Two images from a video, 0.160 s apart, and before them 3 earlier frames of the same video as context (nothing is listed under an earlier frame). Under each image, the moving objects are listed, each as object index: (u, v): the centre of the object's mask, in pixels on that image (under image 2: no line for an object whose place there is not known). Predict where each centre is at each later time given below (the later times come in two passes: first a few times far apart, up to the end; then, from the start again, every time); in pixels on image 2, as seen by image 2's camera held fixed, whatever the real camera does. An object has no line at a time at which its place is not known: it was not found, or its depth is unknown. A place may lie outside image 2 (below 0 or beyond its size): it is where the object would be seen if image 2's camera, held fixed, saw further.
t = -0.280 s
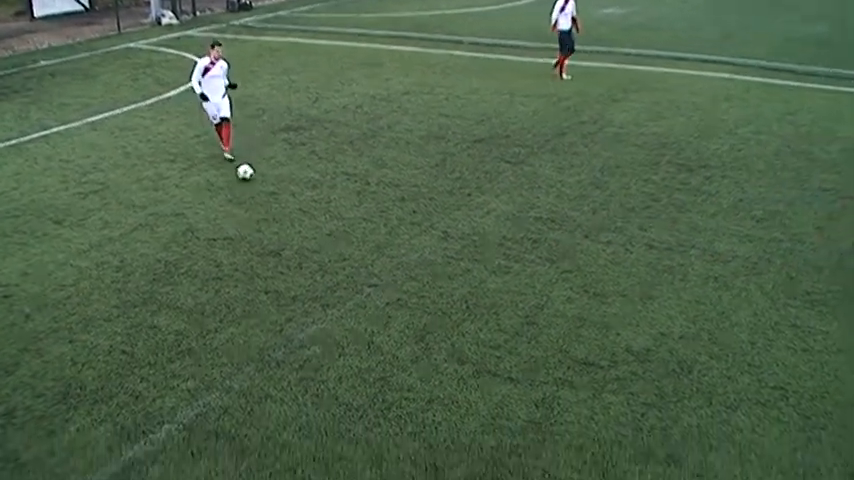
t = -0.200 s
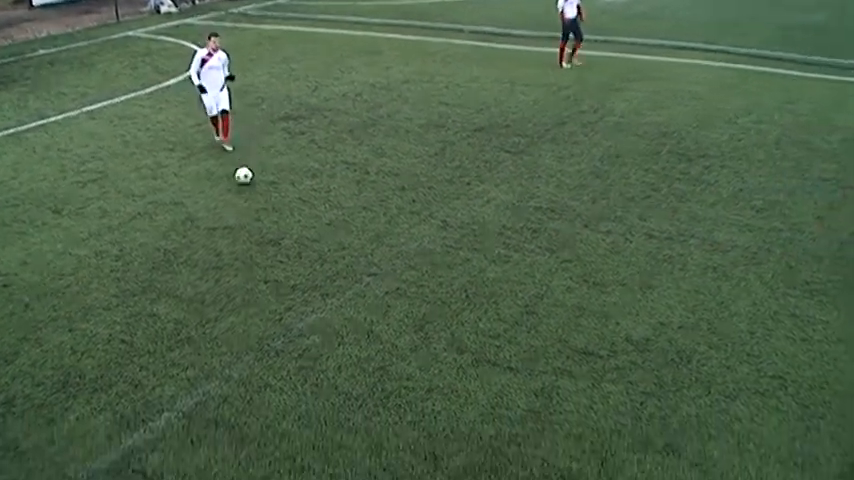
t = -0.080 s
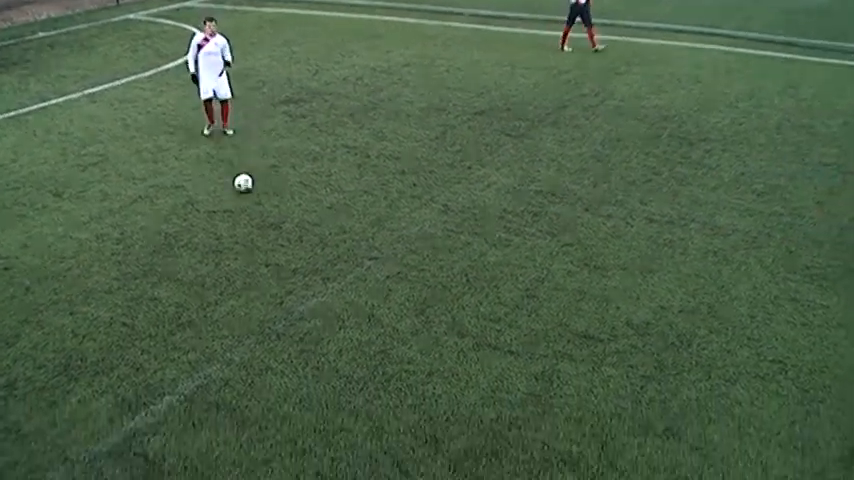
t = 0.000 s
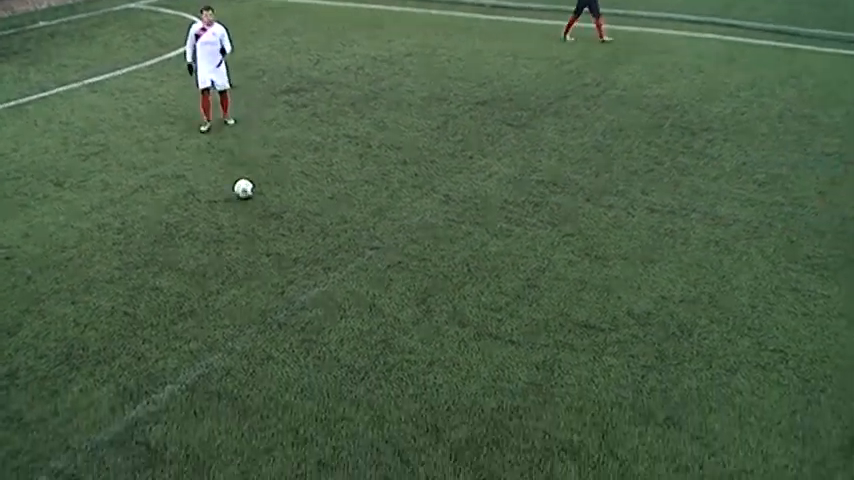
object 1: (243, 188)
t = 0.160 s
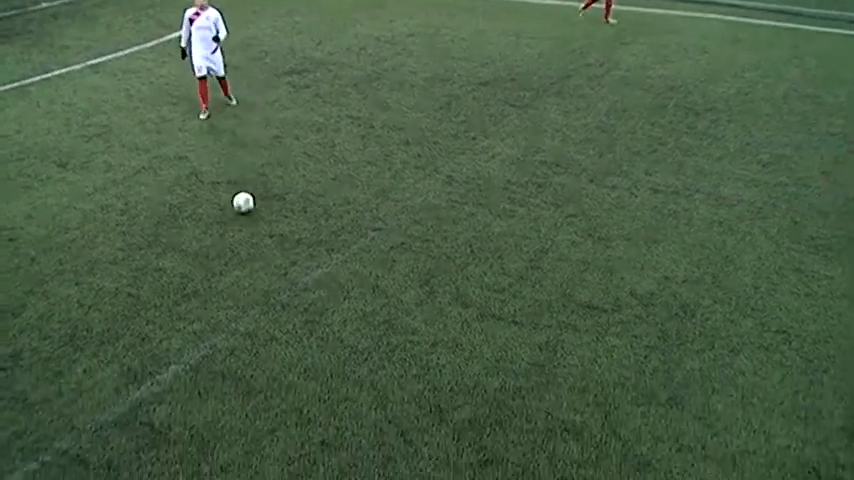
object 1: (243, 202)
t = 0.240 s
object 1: (241, 221)
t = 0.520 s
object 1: (231, 291)
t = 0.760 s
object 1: (217, 365)
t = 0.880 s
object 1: (207, 407)
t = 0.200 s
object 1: (242, 211)
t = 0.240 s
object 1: (241, 221)
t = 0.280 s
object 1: (240, 232)
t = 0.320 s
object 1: (239, 241)
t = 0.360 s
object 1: (238, 250)
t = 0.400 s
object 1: (237, 260)
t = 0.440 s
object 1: (235, 272)
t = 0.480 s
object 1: (234, 281)
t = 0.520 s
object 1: (231, 291)
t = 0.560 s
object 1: (230, 303)
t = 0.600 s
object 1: (228, 314)
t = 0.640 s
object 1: (225, 326)
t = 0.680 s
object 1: (222, 338)
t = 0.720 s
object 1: (220, 352)
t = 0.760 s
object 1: (217, 365)
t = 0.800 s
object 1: (214, 380)
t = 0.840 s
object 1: (211, 394)
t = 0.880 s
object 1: (207, 407)
